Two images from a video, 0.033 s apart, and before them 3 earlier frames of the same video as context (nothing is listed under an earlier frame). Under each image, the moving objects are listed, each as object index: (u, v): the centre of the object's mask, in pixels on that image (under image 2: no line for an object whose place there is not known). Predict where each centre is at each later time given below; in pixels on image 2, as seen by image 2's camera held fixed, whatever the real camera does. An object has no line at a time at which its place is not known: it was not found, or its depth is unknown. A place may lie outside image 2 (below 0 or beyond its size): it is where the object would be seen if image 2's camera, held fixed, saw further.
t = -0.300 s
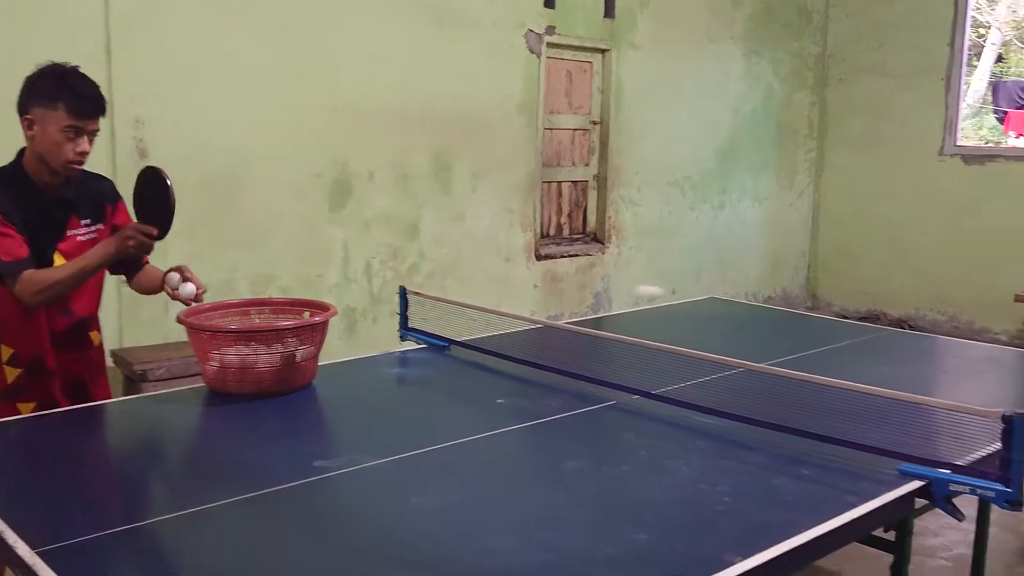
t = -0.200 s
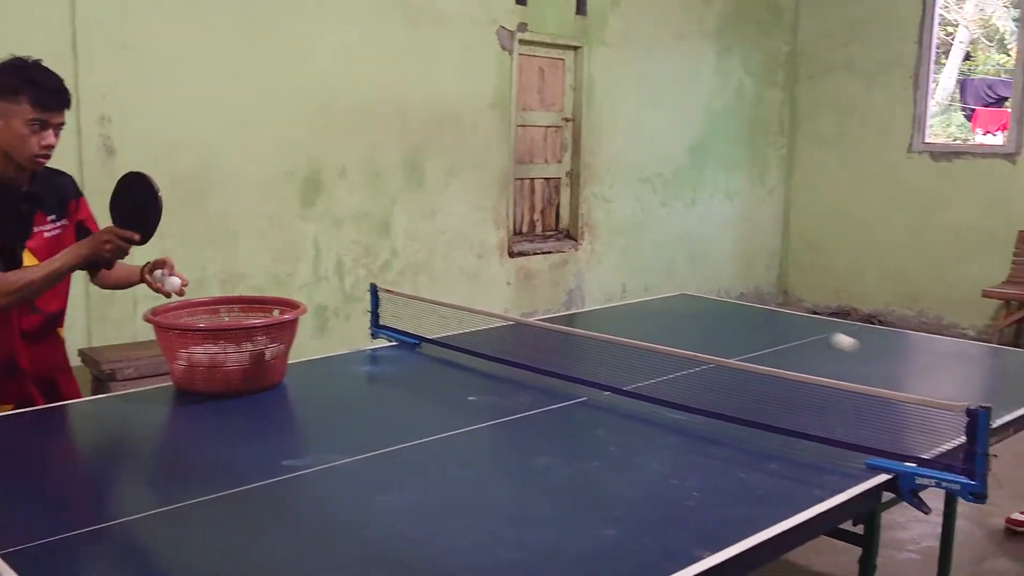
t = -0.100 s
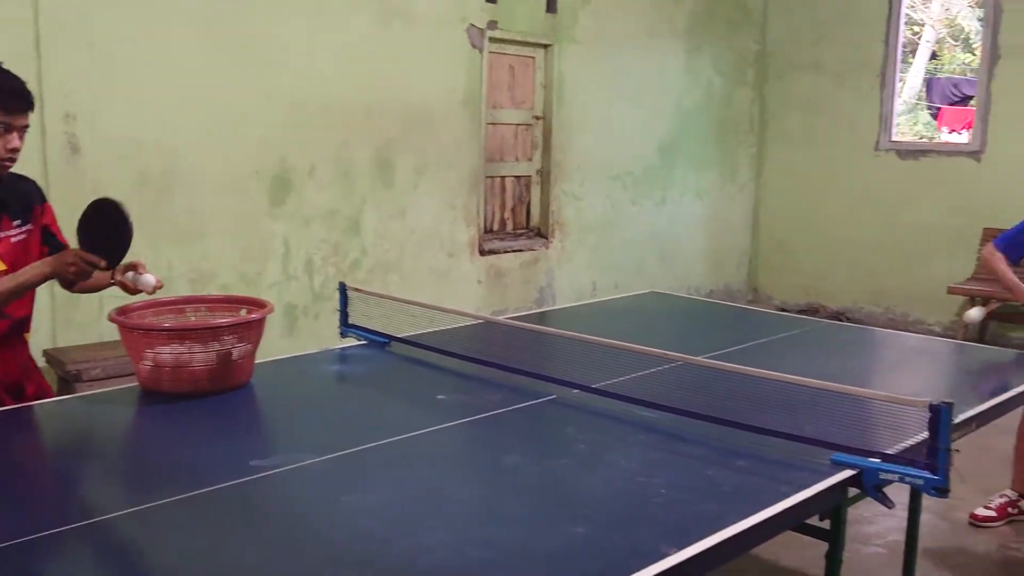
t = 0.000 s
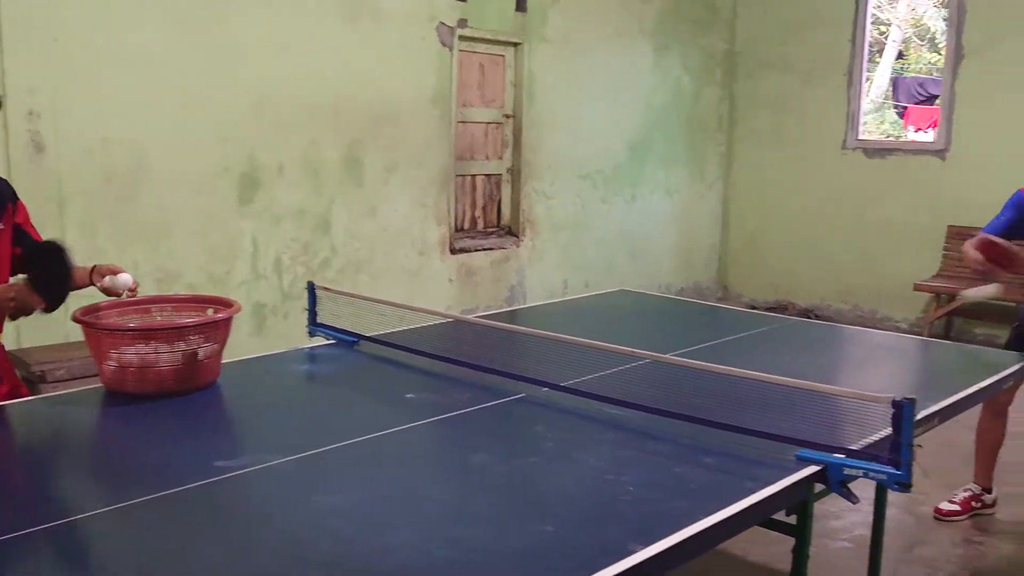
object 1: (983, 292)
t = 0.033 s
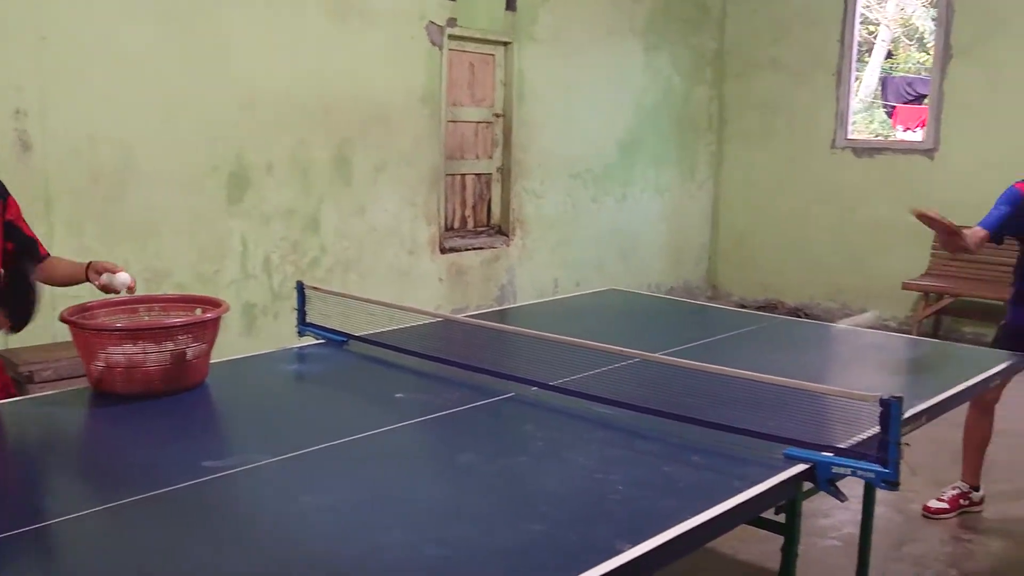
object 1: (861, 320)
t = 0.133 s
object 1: (623, 374)
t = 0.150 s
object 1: (618, 365)
